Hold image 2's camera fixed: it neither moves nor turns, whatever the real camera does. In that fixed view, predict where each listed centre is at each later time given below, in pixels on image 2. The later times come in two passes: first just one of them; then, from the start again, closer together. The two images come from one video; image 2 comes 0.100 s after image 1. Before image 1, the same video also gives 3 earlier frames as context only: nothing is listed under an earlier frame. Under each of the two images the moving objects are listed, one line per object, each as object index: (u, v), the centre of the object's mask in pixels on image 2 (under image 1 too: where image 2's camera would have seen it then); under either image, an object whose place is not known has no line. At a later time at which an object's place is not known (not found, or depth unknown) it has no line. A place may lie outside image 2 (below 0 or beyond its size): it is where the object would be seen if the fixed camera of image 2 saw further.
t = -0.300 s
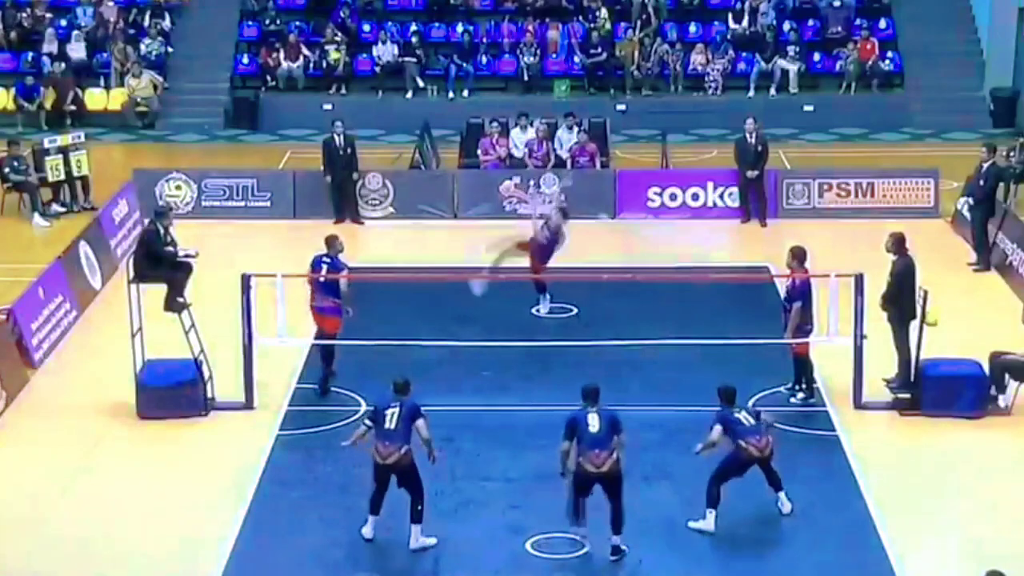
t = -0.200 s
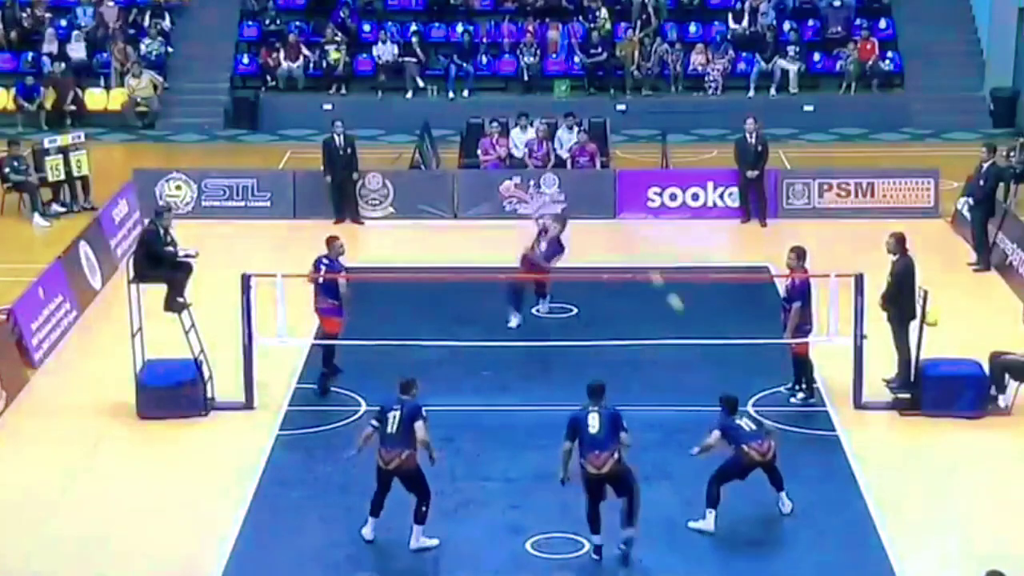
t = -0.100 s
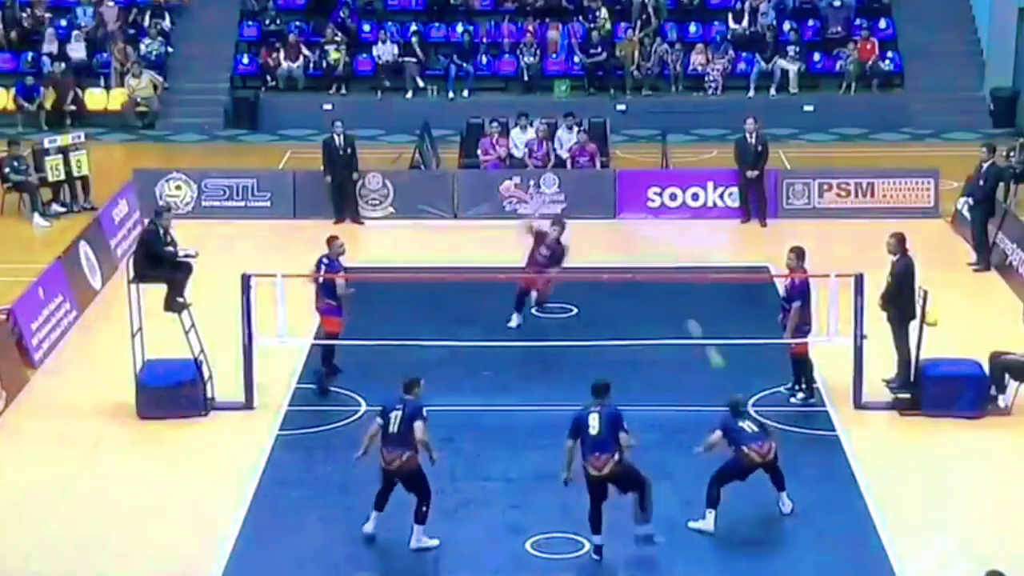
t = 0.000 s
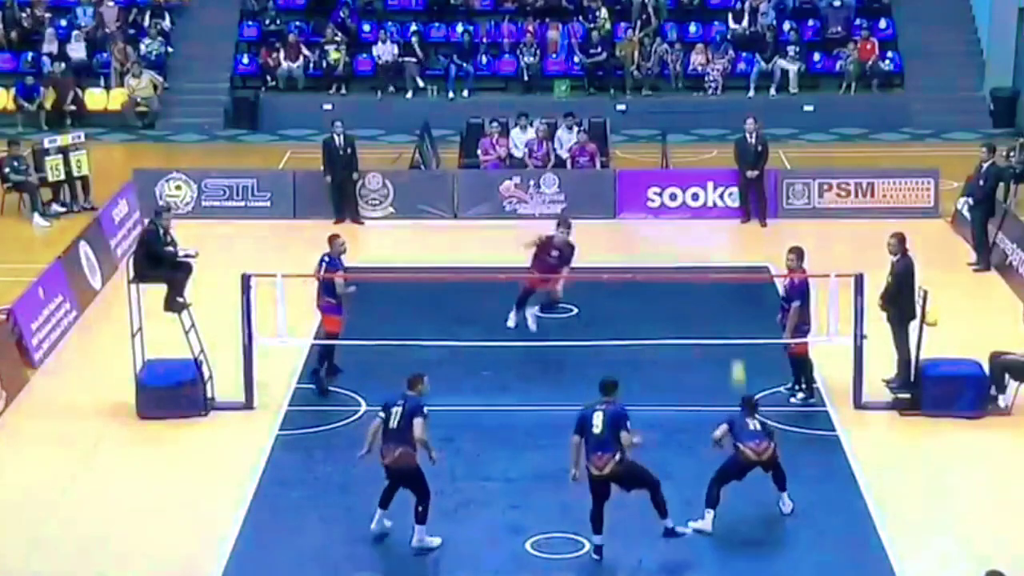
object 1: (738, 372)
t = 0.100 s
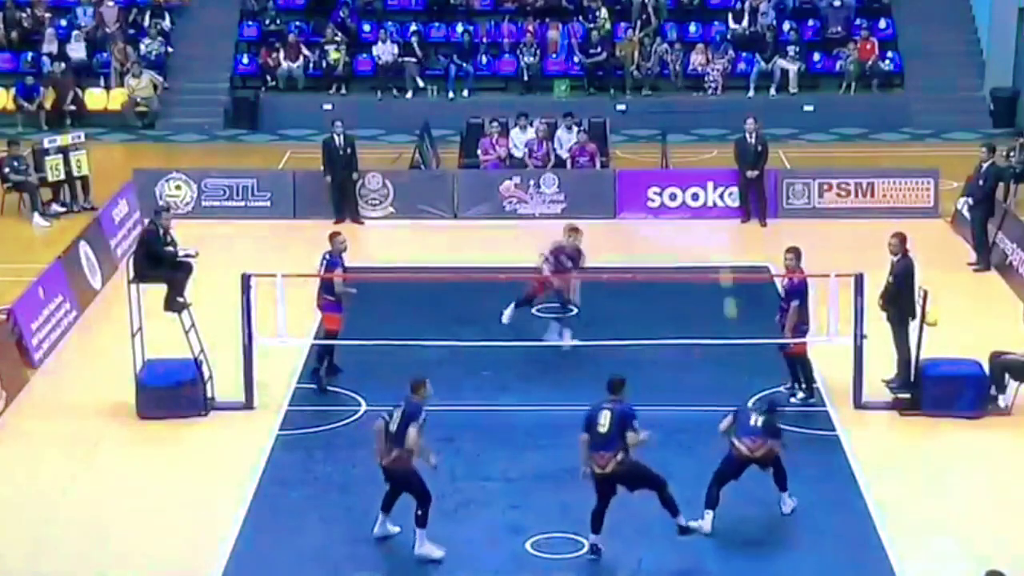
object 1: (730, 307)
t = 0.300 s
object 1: (708, 159)
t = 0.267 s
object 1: (710, 170)
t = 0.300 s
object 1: (708, 159)
